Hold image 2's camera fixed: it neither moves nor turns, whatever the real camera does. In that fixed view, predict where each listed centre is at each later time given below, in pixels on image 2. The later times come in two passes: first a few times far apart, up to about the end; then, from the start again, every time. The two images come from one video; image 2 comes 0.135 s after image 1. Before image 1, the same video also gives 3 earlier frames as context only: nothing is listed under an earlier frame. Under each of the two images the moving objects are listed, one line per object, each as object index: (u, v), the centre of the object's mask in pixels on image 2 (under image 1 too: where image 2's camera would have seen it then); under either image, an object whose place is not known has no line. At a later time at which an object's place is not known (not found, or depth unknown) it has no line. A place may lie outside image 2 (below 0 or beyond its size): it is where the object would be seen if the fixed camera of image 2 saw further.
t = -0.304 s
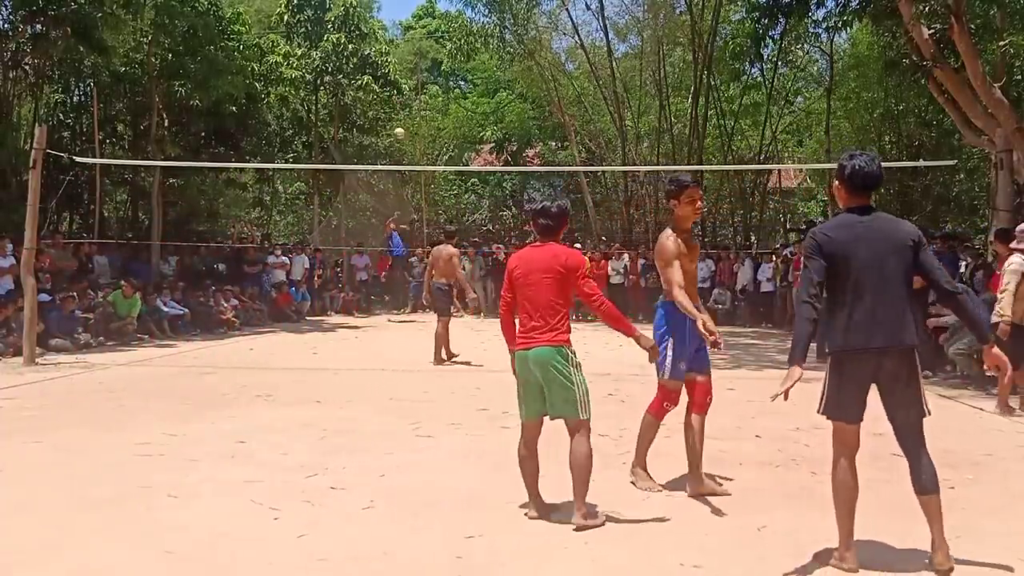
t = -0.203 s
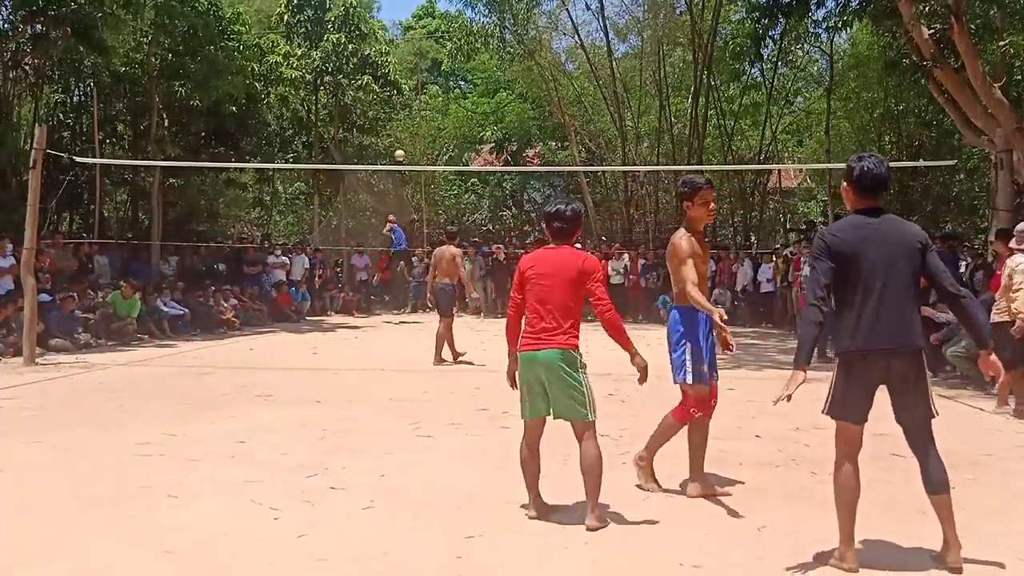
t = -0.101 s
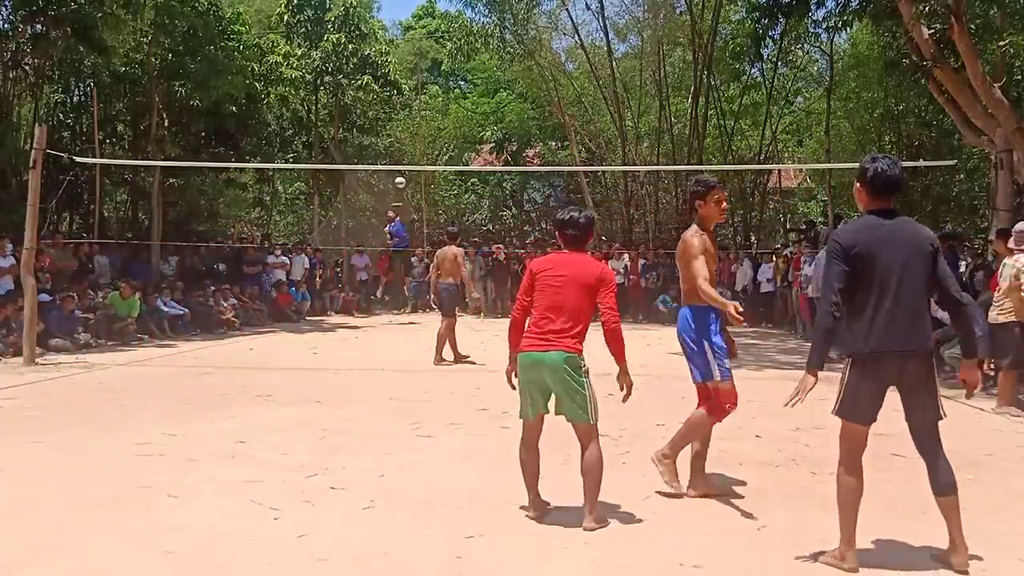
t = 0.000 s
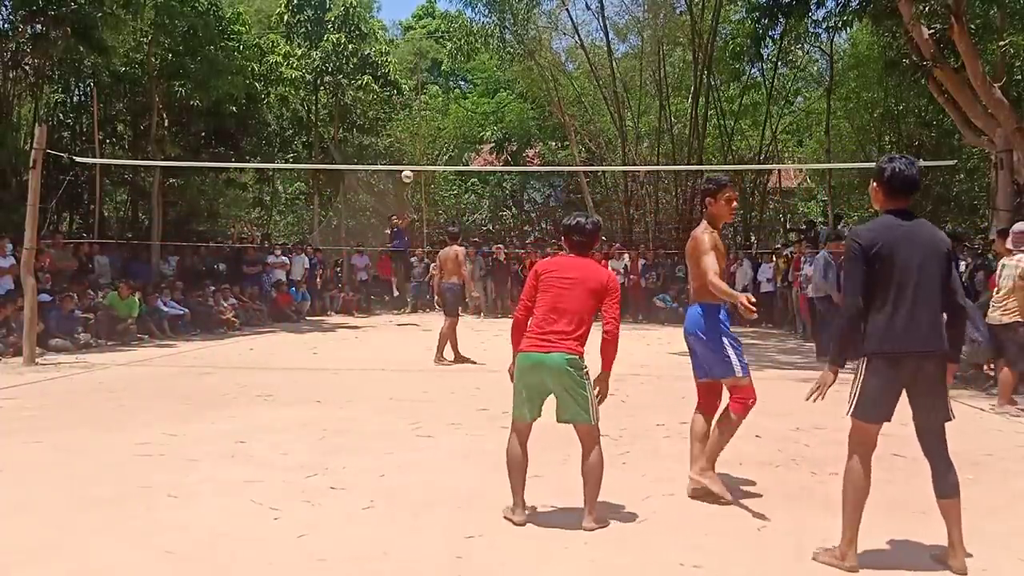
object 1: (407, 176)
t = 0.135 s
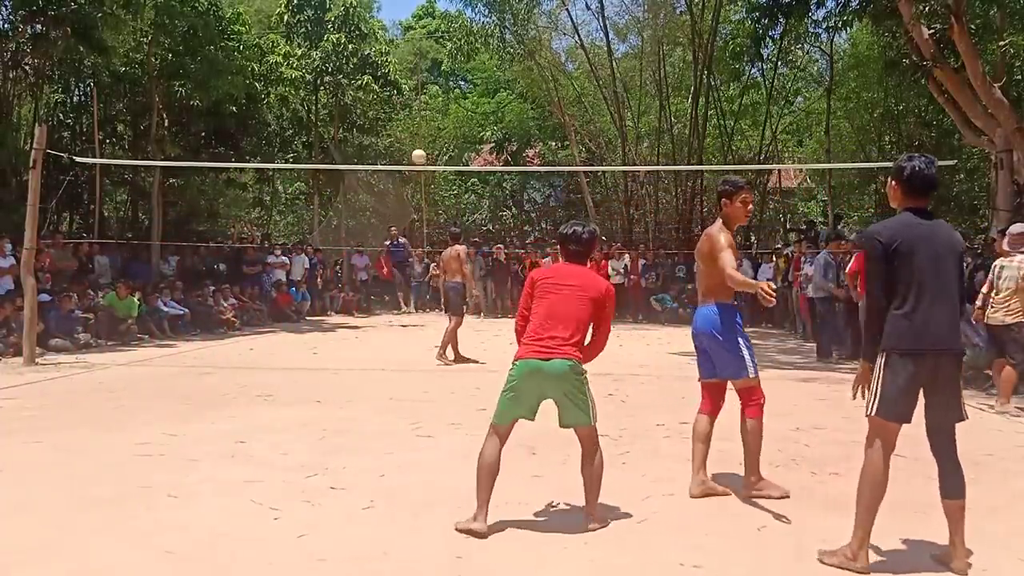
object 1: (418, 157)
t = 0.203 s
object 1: (423, 154)
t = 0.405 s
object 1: (429, 194)
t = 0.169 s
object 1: (421, 155)
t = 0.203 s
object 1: (423, 154)
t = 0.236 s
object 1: (426, 154)
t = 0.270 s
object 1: (427, 156)
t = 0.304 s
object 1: (429, 160)
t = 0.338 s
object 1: (430, 168)
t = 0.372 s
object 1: (430, 179)
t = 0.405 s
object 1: (429, 194)
